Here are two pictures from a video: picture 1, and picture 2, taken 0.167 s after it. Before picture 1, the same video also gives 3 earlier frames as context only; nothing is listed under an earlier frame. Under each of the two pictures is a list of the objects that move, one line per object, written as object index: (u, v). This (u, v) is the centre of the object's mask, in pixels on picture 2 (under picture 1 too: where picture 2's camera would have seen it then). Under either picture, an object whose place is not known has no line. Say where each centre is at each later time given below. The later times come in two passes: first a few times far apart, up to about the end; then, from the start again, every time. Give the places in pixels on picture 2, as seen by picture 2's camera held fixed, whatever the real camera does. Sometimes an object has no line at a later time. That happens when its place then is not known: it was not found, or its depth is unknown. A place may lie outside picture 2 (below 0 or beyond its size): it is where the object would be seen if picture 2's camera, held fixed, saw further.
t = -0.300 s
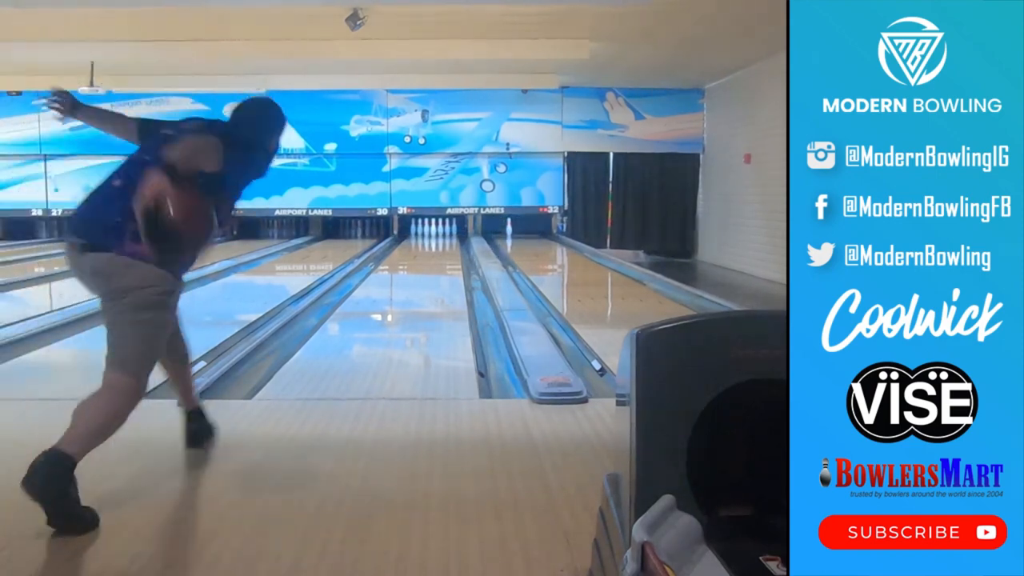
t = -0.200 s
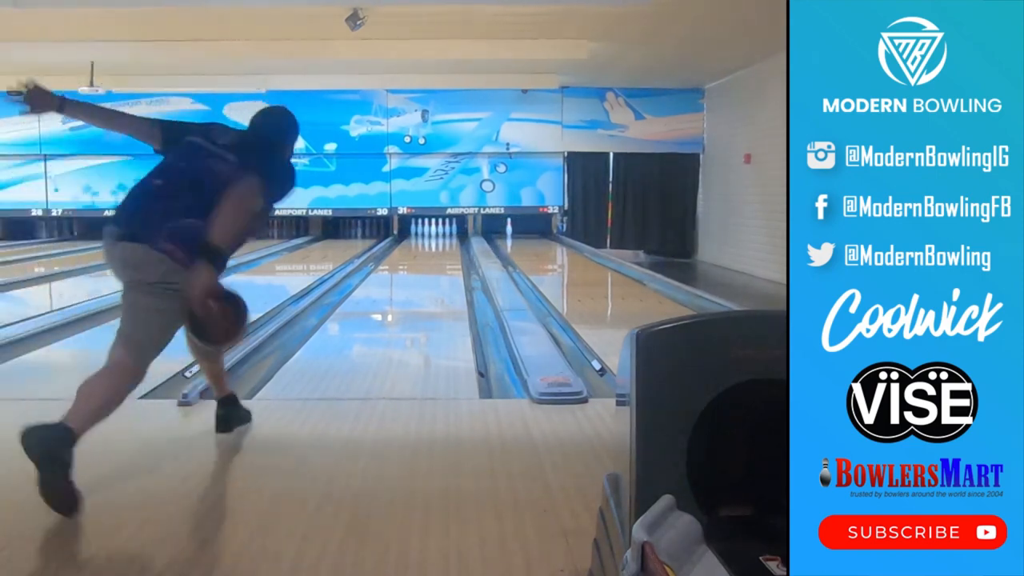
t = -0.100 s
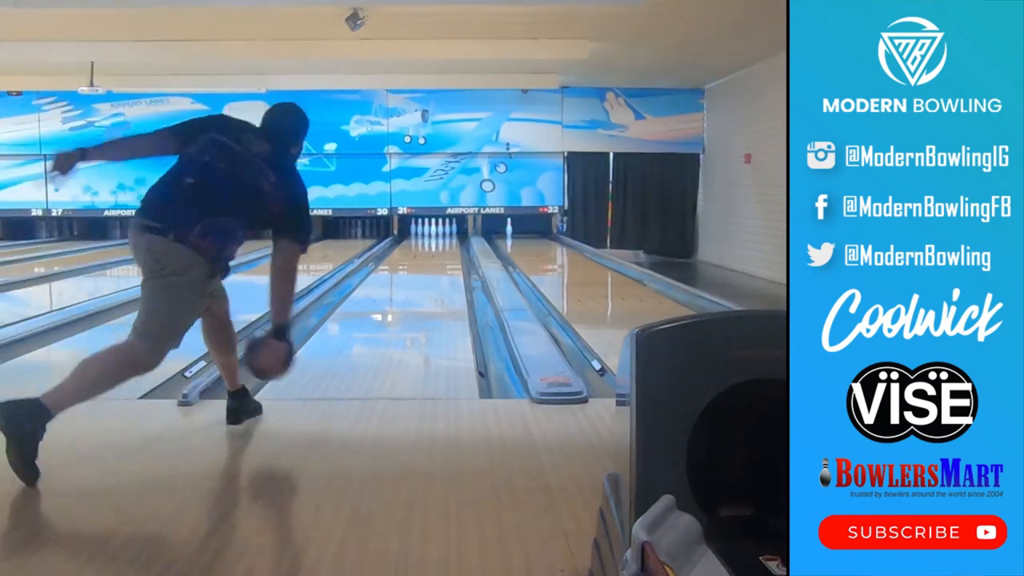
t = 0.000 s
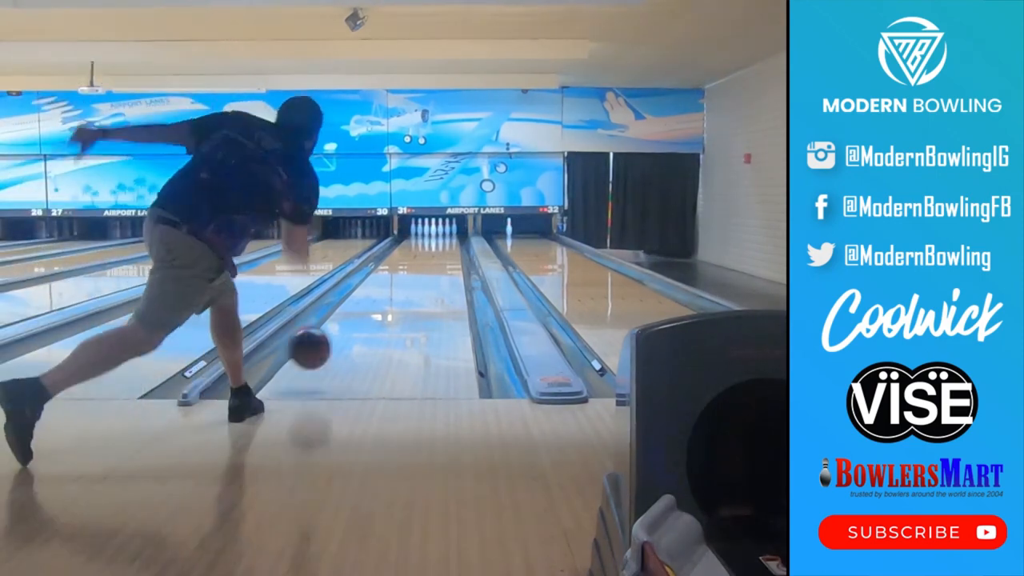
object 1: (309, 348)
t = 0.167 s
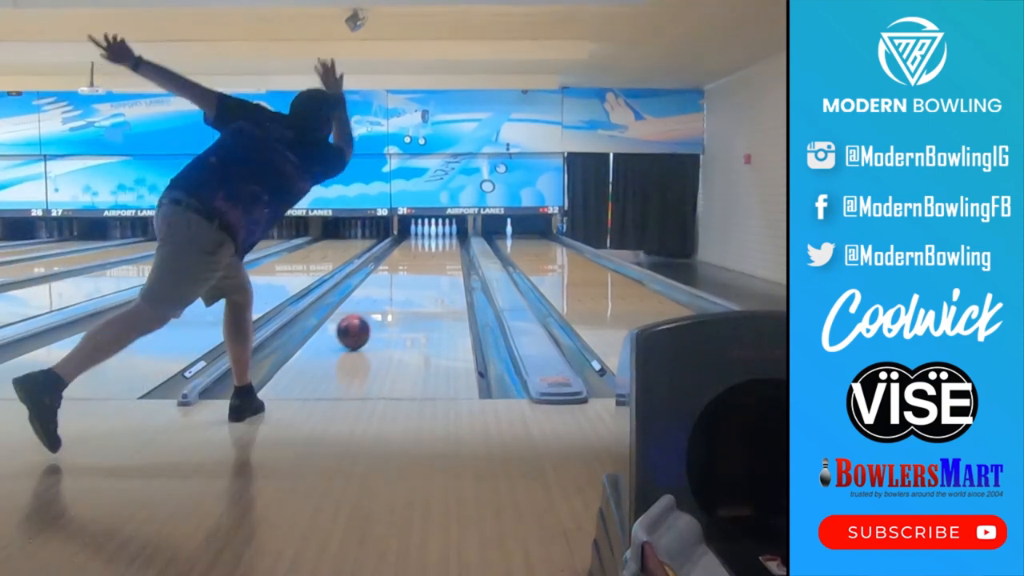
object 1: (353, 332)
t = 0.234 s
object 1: (366, 321)
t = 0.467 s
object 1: (397, 293)
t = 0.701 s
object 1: (417, 276)
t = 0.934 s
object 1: (430, 264)
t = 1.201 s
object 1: (441, 254)
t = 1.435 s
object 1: (446, 247)
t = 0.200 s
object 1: (360, 326)
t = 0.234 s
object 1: (366, 321)
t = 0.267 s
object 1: (372, 316)
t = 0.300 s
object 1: (377, 312)
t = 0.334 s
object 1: (381, 308)
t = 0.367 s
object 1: (386, 304)
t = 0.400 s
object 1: (390, 300)
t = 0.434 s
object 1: (394, 296)
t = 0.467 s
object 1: (397, 293)
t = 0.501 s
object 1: (401, 290)
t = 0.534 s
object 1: (403, 287)
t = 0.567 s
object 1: (407, 284)
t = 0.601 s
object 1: (409, 282)
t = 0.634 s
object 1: (412, 280)
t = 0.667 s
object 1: (415, 278)
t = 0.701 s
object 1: (417, 276)
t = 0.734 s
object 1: (419, 273)
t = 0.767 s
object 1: (421, 272)
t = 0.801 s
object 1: (423, 270)
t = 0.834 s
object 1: (425, 269)
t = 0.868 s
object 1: (427, 267)
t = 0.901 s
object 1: (428, 265)
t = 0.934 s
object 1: (430, 264)
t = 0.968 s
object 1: (432, 263)
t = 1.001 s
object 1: (433, 262)
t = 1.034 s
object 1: (435, 260)
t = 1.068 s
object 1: (436, 259)
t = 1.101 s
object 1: (437, 257)
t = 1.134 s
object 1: (438, 256)
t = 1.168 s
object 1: (439, 255)
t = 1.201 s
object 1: (441, 254)
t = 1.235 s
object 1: (442, 252)
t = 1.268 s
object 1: (442, 251)
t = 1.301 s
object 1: (443, 250)
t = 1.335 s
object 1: (443, 250)
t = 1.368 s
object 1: (444, 249)
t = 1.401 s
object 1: (445, 248)
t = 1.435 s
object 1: (446, 247)
